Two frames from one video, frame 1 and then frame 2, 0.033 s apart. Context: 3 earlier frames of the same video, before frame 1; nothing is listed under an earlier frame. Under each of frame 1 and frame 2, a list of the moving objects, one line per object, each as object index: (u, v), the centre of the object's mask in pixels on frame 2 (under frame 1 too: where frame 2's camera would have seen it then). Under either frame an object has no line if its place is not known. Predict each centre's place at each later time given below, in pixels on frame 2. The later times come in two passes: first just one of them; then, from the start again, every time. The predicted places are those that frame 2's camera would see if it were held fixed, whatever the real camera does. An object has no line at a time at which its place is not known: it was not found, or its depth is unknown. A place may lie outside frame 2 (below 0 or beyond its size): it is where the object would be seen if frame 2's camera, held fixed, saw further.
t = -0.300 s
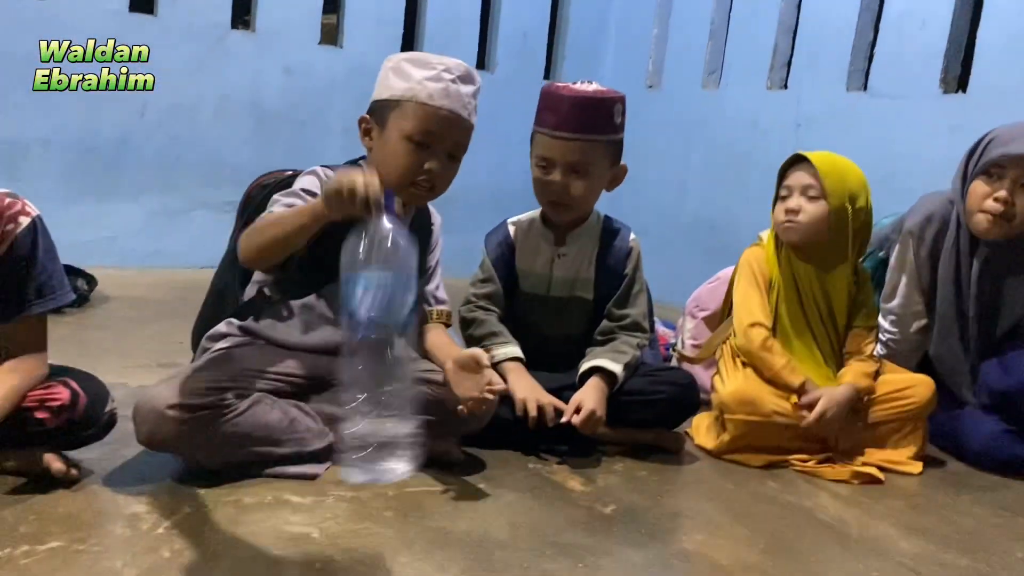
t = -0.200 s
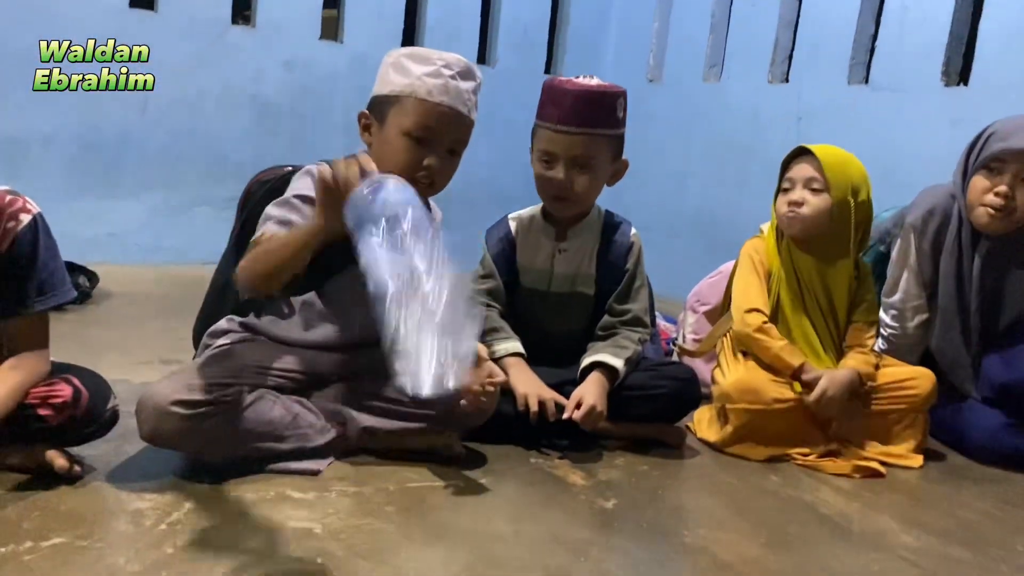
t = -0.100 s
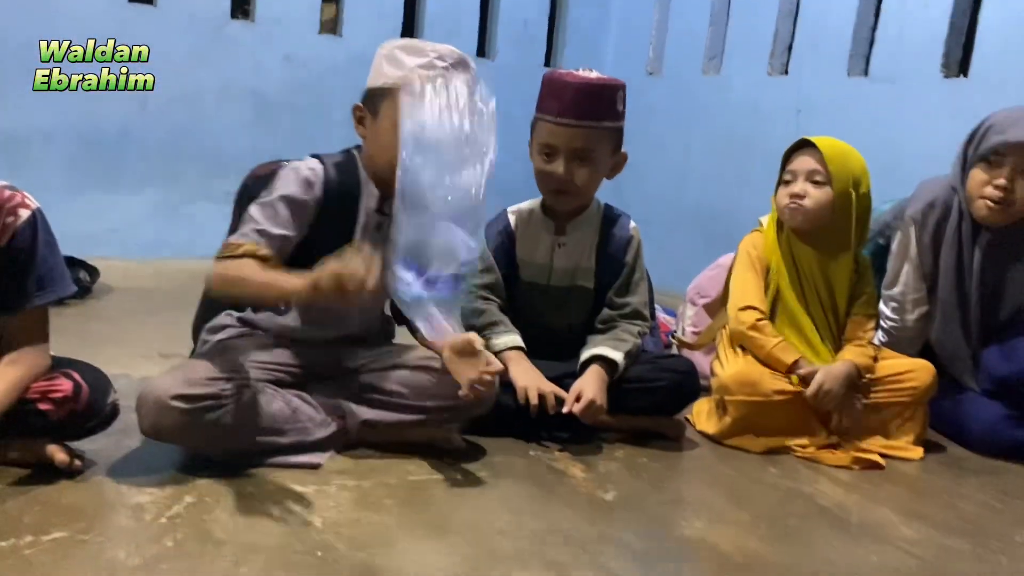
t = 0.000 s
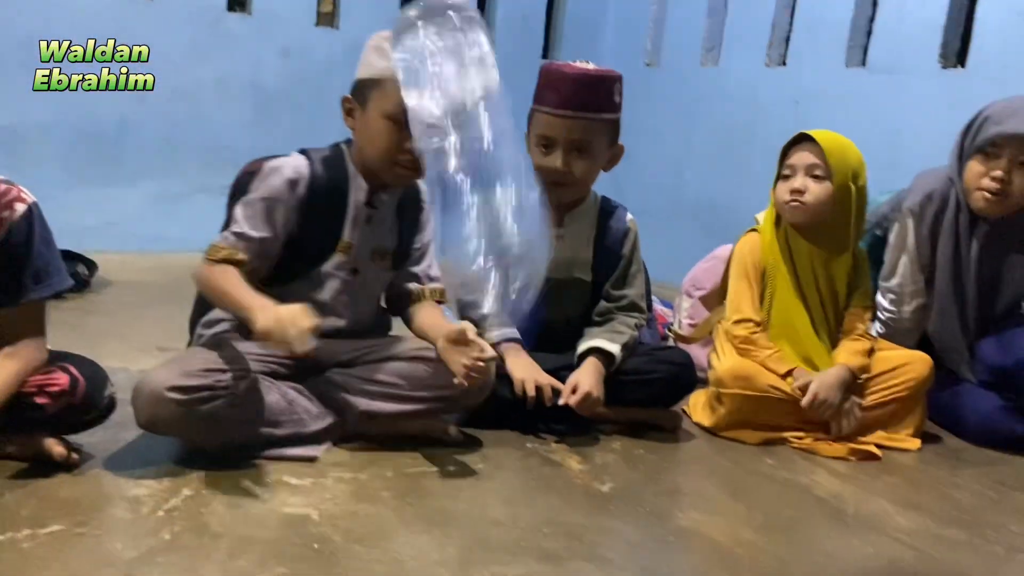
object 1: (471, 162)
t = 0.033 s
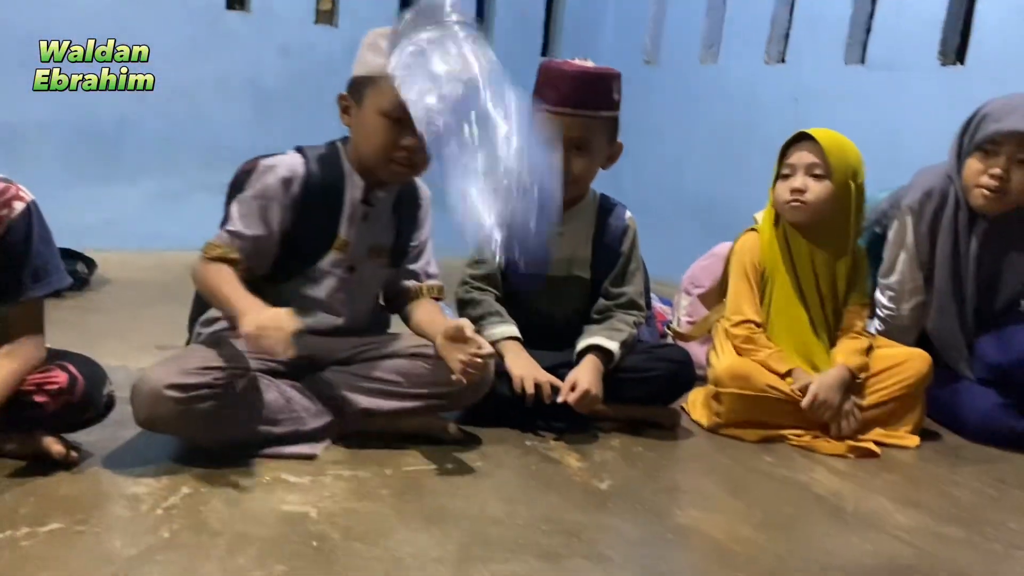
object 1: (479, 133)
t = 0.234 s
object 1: (406, 268)
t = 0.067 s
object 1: (483, 91)
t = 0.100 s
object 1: (457, 84)
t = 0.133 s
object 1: (436, 115)
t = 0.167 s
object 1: (424, 147)
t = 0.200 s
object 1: (412, 187)
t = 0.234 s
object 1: (406, 268)
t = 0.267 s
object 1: (400, 355)
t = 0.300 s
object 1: (387, 426)
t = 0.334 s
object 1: (372, 478)
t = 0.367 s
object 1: (361, 496)
